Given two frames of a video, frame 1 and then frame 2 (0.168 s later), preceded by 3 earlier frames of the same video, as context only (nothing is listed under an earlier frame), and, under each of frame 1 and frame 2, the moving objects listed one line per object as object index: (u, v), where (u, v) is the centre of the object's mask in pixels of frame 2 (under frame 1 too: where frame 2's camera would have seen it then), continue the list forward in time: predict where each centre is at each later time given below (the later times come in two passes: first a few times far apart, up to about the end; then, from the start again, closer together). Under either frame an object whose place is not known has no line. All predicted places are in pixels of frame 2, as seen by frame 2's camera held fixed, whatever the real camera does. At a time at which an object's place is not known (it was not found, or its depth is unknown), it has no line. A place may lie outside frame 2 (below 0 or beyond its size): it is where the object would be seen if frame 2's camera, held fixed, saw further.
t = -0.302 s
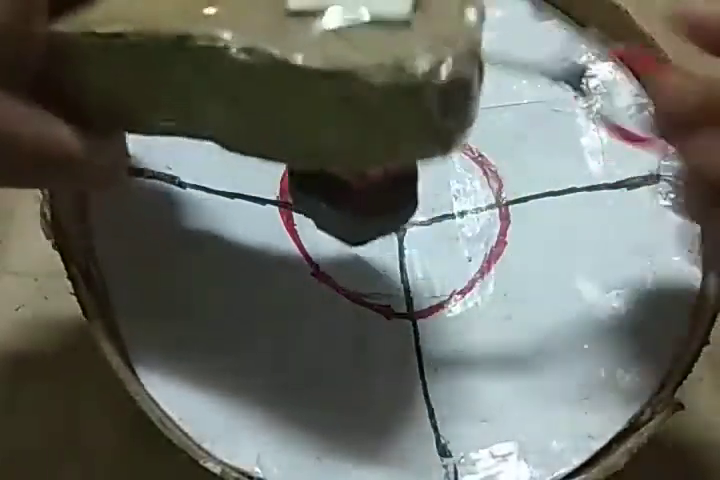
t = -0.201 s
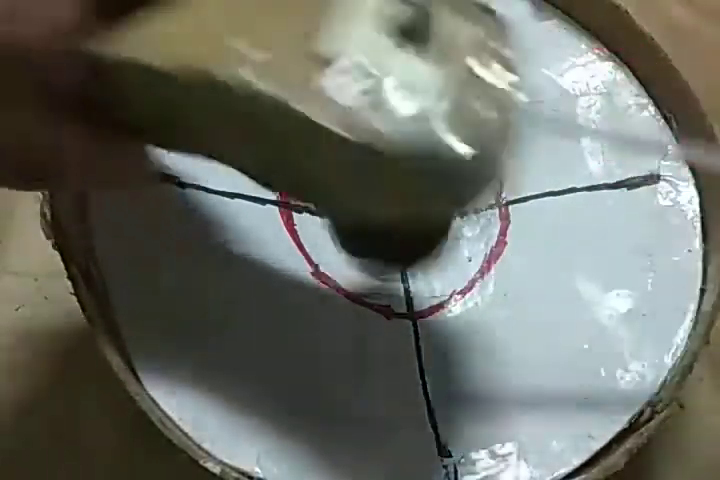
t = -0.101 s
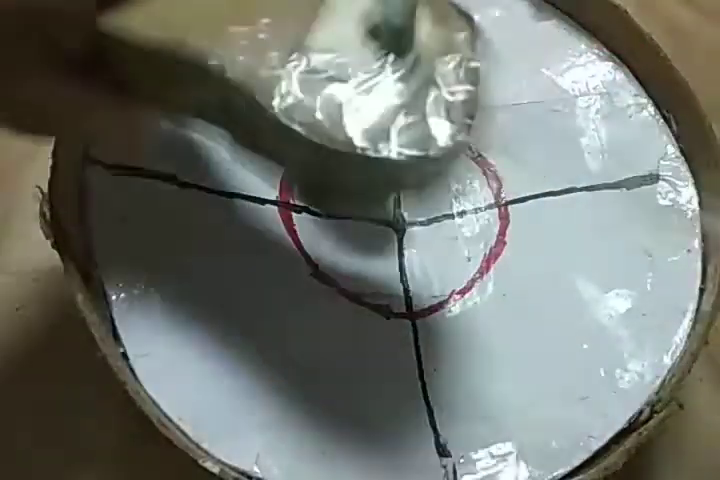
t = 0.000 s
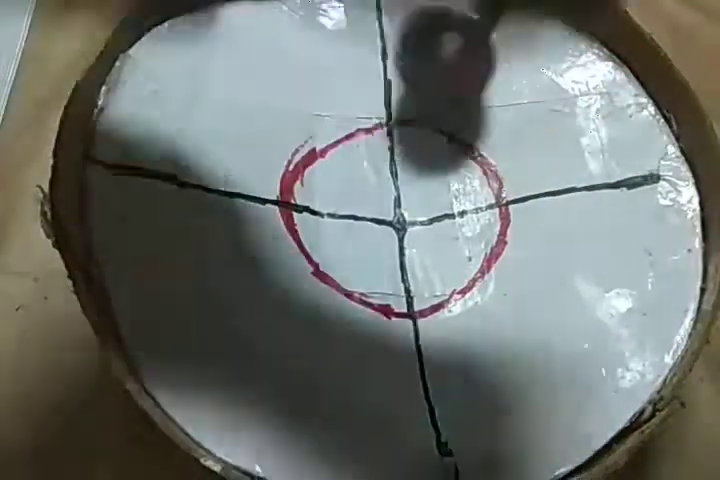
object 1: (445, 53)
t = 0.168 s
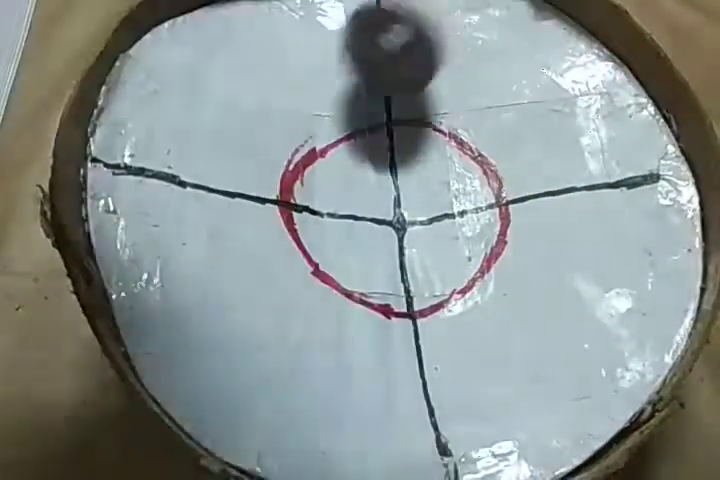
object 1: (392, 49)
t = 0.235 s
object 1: (351, 70)
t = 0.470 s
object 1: (420, 233)
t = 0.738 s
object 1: (495, 89)
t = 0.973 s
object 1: (322, 33)
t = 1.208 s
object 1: (452, 267)
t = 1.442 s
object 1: (473, 262)
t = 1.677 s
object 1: (433, 157)
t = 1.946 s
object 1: (452, 304)
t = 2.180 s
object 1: (441, 259)
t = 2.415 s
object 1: (413, 209)
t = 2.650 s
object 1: (415, 220)
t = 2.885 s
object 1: (414, 208)
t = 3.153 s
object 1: (413, 186)
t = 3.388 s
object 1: (415, 188)
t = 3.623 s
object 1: (413, 182)
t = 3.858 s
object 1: (410, 190)
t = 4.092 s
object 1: (410, 196)
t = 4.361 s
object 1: (414, 217)
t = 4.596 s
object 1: (412, 215)
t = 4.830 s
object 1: (415, 222)
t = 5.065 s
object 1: (413, 207)
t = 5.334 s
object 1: (414, 207)
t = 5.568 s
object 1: (412, 198)
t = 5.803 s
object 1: (412, 195)
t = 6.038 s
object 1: (409, 189)
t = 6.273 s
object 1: (409, 190)
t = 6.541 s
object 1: (410, 191)
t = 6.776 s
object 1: (411, 191)
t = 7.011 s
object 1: (411, 191)
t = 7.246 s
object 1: (411, 191)
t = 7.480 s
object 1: (411, 191)
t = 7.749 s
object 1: (411, 191)
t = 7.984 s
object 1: (411, 190)
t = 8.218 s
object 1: (410, 191)
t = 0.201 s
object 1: (373, 62)
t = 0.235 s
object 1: (351, 70)
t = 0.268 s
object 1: (329, 80)
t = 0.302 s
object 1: (315, 97)
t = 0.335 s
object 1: (310, 123)
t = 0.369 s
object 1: (322, 154)
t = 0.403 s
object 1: (347, 180)
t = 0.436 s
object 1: (379, 212)
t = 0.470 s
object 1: (420, 233)
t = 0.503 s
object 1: (449, 235)
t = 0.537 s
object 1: (471, 230)
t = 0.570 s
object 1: (486, 213)
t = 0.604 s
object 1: (503, 195)
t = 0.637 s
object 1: (517, 167)
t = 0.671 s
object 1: (519, 144)
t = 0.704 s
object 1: (509, 111)
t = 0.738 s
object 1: (495, 89)
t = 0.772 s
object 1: (476, 63)
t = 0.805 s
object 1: (452, 44)
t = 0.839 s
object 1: (424, 32)
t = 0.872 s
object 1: (393, 25)
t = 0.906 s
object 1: (365, 23)
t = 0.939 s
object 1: (339, 25)
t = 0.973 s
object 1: (322, 33)
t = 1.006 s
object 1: (313, 49)
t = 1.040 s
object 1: (316, 78)
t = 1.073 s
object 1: (325, 113)
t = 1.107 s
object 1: (344, 160)
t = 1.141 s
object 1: (373, 219)
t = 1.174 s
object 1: (416, 252)
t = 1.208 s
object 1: (452, 267)
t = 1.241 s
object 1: (481, 289)
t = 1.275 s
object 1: (493, 301)
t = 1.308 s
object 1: (495, 303)
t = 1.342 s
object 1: (488, 300)
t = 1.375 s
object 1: (483, 294)
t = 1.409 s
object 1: (478, 280)
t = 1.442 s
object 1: (473, 262)
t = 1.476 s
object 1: (472, 246)
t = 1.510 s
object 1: (480, 233)
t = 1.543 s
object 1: (485, 218)
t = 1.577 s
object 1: (486, 199)
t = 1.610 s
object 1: (481, 177)
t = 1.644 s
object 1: (462, 159)
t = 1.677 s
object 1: (433, 157)
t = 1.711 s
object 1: (407, 157)
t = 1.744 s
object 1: (386, 160)
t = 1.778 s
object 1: (375, 173)
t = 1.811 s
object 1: (374, 192)
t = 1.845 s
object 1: (387, 214)
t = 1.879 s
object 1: (407, 256)
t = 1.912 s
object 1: (430, 284)
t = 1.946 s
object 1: (452, 304)
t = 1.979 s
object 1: (462, 315)
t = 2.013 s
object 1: (467, 314)
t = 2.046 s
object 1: (470, 304)
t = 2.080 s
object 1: (469, 295)
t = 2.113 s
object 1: (465, 284)
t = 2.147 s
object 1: (456, 271)
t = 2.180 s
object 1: (441, 259)
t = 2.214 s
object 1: (423, 246)
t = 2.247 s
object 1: (410, 229)
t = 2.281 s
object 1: (405, 217)
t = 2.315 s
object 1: (406, 209)
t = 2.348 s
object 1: (408, 208)
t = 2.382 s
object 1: (412, 209)
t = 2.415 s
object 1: (413, 209)
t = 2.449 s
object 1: (410, 210)
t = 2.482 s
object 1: (411, 212)
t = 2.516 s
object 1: (413, 217)
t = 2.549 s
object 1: (414, 218)
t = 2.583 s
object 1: (414, 219)
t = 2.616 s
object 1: (415, 220)
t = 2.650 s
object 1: (415, 220)
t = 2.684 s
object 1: (415, 220)
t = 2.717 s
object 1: (414, 218)
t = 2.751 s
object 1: (415, 218)
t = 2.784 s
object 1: (414, 215)
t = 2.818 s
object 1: (413, 212)
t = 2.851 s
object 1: (414, 211)
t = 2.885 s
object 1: (414, 208)
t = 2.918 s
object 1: (413, 209)
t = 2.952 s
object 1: (415, 209)
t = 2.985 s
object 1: (415, 210)
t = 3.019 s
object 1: (415, 206)
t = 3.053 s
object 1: (412, 200)
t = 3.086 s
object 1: (410, 195)
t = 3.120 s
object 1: (410, 190)
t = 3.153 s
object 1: (413, 186)
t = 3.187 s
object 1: (411, 184)
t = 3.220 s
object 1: (408, 182)
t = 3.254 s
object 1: (408, 182)
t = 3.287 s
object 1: (411, 187)
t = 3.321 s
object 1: (414, 190)
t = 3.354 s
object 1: (416, 191)
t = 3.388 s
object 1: (415, 188)
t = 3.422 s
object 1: (414, 183)
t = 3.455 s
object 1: (413, 179)
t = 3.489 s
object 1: (413, 179)
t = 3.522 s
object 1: (413, 179)
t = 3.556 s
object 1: (413, 180)
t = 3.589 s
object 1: (413, 181)
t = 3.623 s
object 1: (413, 182)
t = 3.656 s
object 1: (412, 184)
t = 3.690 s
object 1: (412, 184)
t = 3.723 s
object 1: (412, 185)
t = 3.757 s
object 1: (412, 187)
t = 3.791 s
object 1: (411, 187)
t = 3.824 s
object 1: (410, 188)
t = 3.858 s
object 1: (410, 190)
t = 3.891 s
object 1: (411, 190)
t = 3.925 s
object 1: (412, 190)
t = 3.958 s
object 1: (411, 187)
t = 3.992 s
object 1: (410, 186)
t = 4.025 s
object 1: (407, 187)
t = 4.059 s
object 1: (407, 191)
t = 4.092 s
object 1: (410, 196)
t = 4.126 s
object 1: (411, 200)
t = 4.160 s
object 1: (411, 201)
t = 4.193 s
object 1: (411, 203)
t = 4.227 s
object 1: (411, 207)
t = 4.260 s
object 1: (412, 212)
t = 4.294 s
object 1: (412, 215)
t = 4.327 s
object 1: (414, 216)
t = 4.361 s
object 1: (414, 217)
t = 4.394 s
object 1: (414, 216)
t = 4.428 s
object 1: (414, 216)
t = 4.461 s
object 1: (414, 216)
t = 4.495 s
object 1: (414, 217)
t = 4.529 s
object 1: (414, 217)
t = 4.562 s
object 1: (413, 217)
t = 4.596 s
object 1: (412, 215)
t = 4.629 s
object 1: (412, 215)
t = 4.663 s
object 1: (412, 215)
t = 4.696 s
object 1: (413, 219)
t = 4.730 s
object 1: (413, 221)
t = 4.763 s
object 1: (414, 223)
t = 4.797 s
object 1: (415, 223)
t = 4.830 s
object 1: (415, 222)
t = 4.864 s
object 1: (412, 219)
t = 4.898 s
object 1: (412, 216)
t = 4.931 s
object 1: (414, 215)
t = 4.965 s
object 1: (415, 214)
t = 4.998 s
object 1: (414, 210)
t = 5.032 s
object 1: (413, 208)
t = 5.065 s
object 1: (413, 207)
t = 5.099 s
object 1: (413, 207)
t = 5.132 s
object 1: (414, 208)
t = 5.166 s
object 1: (414, 207)
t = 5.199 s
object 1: (414, 208)
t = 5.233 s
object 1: (414, 208)
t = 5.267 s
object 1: (414, 207)
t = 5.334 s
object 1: (414, 207)
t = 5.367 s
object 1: (413, 209)
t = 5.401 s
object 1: (413, 209)
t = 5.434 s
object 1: (413, 207)
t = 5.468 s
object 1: (414, 204)
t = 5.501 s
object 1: (414, 203)
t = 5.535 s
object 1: (413, 201)
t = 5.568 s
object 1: (412, 198)
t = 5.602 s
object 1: (412, 196)
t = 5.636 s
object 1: (412, 192)
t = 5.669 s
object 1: (411, 189)
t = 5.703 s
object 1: (409, 186)
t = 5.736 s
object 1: (407, 188)
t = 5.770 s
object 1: (409, 193)
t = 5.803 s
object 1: (412, 195)
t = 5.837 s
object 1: (412, 195)
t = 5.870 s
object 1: (412, 195)
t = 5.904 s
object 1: (411, 192)
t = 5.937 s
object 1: (410, 189)
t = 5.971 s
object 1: (409, 187)
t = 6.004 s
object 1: (408, 187)
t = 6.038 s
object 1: (409, 189)
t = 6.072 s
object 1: (410, 191)
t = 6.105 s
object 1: (410, 191)
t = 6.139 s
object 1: (410, 190)
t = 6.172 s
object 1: (409, 190)
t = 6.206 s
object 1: (410, 190)
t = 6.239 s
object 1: (410, 190)
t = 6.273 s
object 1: (409, 190)
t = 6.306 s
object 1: (409, 191)
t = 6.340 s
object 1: (410, 191)
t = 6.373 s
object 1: (410, 191)
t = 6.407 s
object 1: (410, 191)
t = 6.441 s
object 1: (410, 191)
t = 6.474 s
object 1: (410, 191)
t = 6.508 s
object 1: (410, 191)
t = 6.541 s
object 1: (410, 191)
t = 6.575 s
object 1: (410, 191)
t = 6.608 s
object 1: (410, 191)
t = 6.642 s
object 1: (410, 191)
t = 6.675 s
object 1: (410, 191)
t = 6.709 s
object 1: (411, 191)
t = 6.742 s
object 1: (411, 191)
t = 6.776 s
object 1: (411, 191)
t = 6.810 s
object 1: (410, 191)
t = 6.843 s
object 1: (410, 191)
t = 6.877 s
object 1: (411, 191)
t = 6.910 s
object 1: (411, 191)
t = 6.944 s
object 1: (410, 191)
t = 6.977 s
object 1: (410, 191)
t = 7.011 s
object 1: (411, 191)
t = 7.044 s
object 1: (410, 191)
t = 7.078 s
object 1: (410, 191)
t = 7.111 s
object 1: (411, 191)
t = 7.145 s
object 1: (411, 191)
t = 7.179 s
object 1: (411, 191)
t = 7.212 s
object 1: (411, 191)
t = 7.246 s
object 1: (411, 191)
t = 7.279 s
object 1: (411, 191)
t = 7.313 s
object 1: (410, 191)
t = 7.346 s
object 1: (410, 191)
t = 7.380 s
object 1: (410, 191)
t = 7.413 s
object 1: (410, 191)
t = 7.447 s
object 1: (410, 191)
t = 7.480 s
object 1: (411, 191)
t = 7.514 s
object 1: (410, 191)
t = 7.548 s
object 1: (411, 191)
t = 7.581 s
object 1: (410, 191)
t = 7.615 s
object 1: (410, 191)
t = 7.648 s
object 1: (410, 191)
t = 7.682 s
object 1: (410, 191)
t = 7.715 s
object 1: (411, 191)
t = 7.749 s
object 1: (411, 191)
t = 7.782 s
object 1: (411, 191)
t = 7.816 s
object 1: (410, 191)
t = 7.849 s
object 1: (410, 191)
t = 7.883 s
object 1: (410, 191)
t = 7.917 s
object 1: (410, 191)
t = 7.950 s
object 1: (411, 191)
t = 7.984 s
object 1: (411, 190)
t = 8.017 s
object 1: (410, 190)
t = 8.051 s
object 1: (410, 191)
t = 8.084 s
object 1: (410, 191)
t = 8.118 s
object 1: (410, 191)
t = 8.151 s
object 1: (411, 191)
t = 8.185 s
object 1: (411, 191)
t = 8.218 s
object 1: (410, 191)
